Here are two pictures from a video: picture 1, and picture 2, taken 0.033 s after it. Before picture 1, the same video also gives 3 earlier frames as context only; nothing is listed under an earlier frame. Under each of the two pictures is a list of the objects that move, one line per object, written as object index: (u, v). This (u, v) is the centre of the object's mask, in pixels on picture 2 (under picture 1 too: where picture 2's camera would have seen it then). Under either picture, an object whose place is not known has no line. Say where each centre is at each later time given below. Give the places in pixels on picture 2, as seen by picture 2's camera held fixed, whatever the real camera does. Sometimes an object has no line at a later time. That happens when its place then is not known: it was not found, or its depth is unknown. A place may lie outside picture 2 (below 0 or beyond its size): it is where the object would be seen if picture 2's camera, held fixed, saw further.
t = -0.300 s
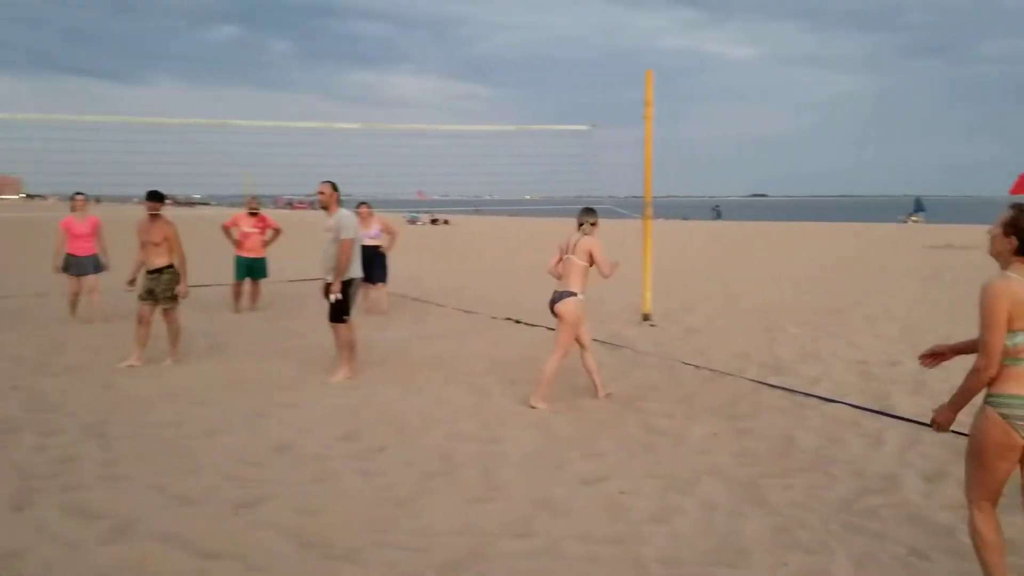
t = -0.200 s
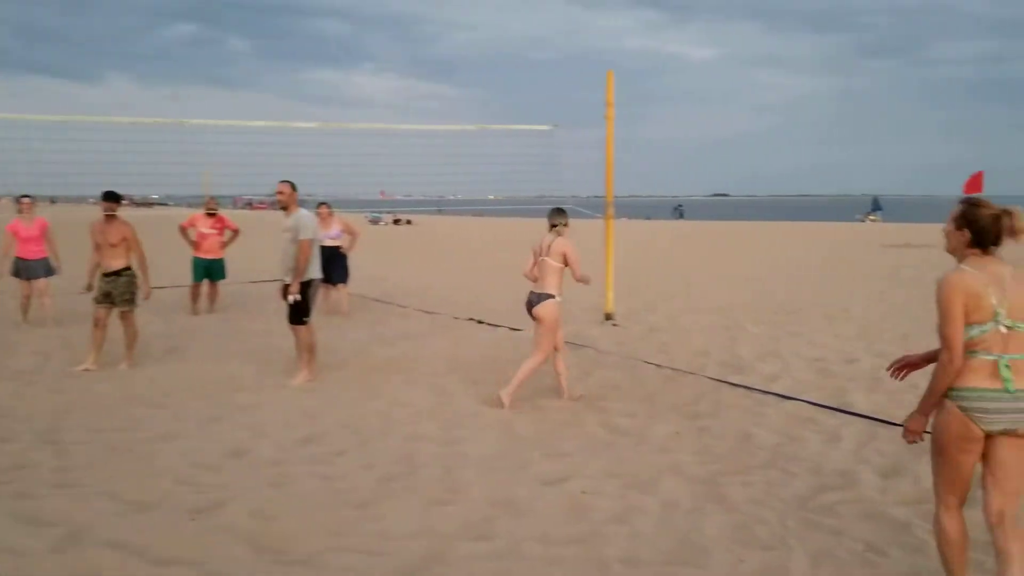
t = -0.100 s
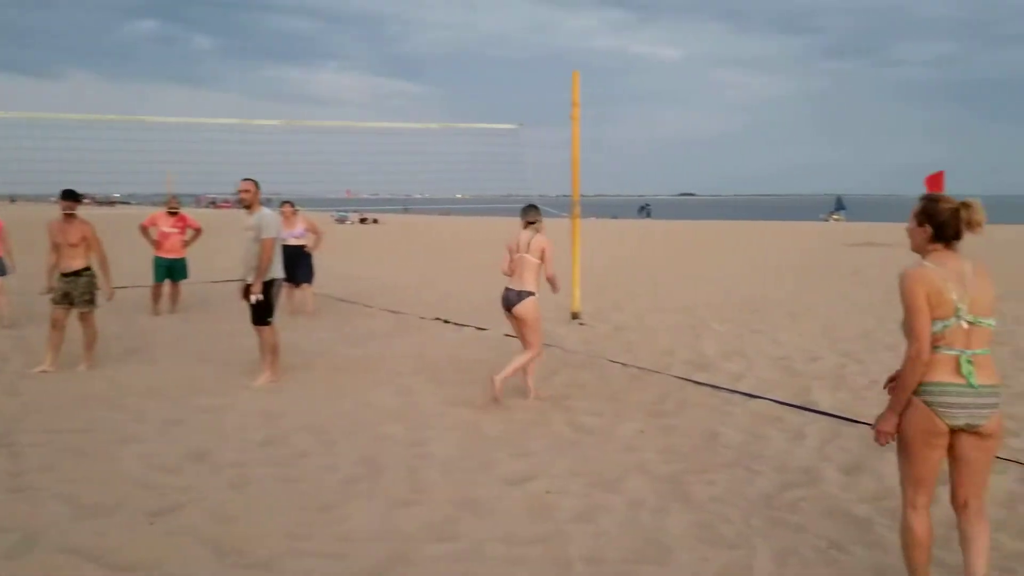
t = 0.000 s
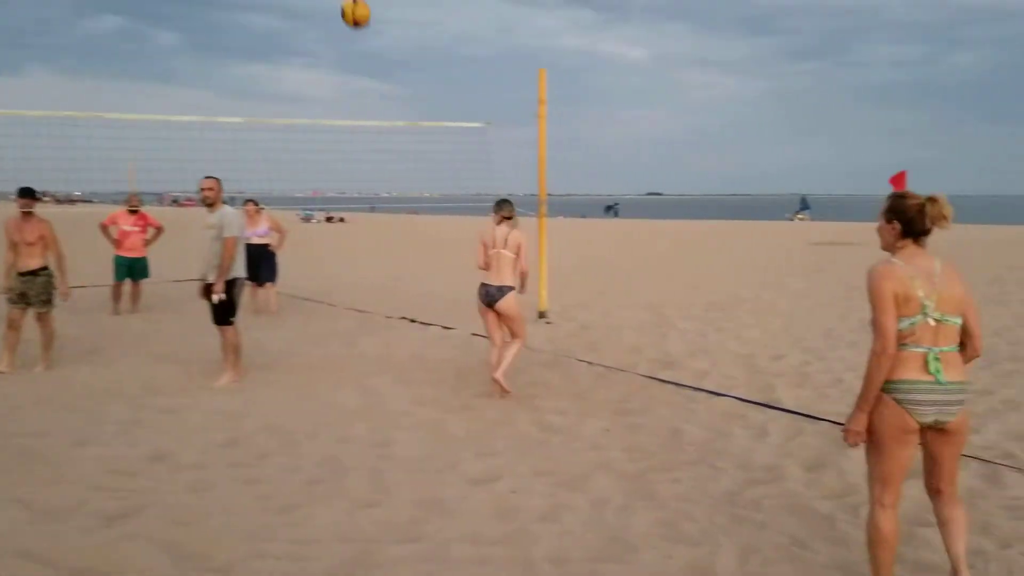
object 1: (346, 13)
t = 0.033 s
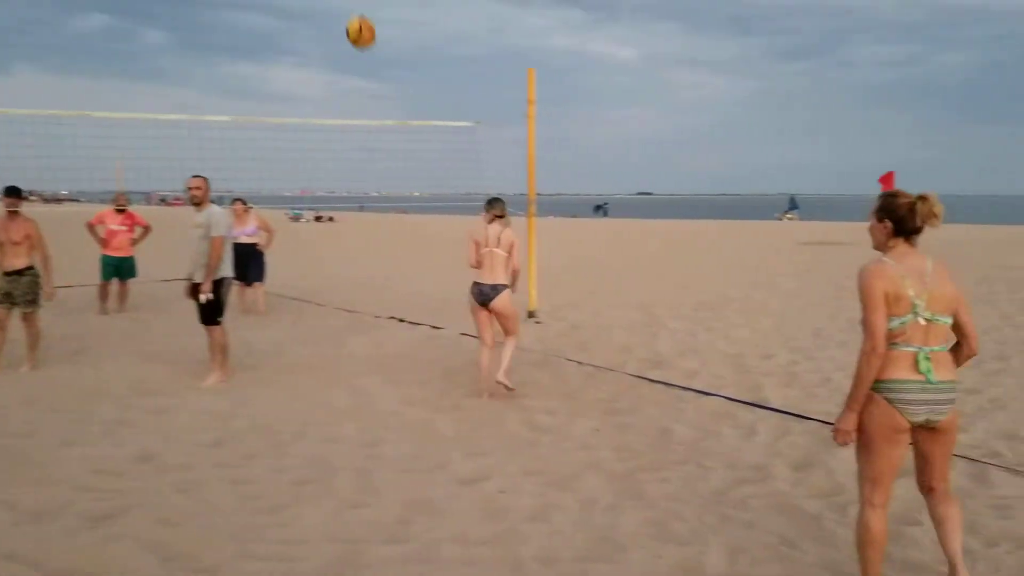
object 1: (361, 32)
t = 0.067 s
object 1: (376, 56)
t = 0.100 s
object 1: (391, 80)
